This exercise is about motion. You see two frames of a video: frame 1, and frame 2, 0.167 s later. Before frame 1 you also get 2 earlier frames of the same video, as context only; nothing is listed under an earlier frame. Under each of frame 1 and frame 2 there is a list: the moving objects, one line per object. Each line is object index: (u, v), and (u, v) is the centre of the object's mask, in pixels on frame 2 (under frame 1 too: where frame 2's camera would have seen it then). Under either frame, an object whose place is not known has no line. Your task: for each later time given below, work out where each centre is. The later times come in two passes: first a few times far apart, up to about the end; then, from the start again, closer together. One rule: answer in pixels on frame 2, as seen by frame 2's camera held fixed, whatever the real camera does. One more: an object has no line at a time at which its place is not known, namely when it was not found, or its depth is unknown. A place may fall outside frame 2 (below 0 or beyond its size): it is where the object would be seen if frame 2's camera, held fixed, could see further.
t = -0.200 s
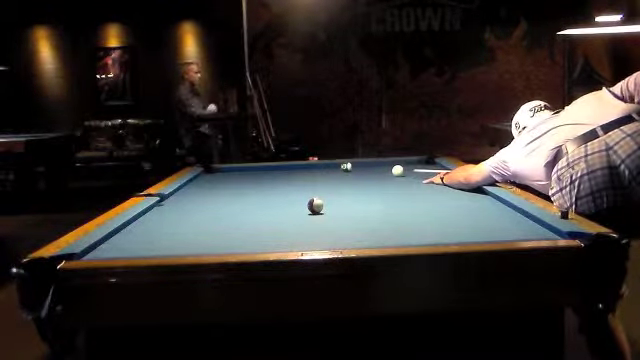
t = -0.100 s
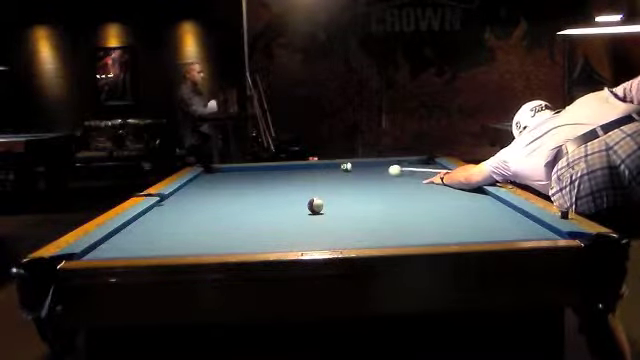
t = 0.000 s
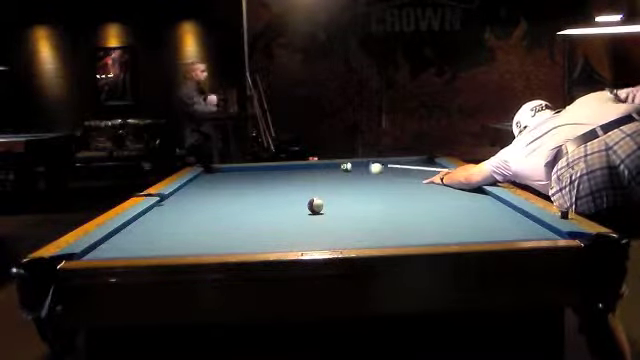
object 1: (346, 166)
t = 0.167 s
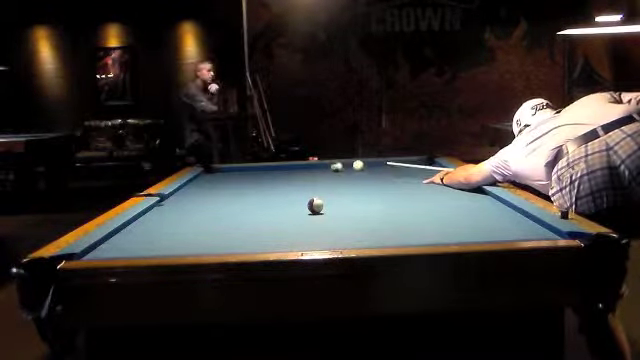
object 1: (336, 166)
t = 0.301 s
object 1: (317, 166)
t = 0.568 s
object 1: (282, 167)
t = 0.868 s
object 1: (245, 167)
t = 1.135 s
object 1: (215, 168)
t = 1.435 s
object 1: (211, 169)
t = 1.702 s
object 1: (212, 168)
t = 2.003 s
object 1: (210, 169)
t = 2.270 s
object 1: (208, 169)
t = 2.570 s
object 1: (207, 169)
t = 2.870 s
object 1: (207, 169)
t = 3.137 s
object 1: (207, 169)
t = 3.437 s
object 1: (207, 169)
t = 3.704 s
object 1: (206, 169)
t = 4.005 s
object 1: (206, 169)
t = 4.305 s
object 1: (206, 169)
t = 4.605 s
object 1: (206, 169)
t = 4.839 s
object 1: (206, 169)
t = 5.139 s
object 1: (206, 169)
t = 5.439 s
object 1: (206, 169)
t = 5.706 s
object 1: (206, 169)
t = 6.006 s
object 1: (207, 169)
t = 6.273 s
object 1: (210, 168)
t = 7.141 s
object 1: (207, 169)
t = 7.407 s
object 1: (207, 169)
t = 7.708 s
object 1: (207, 169)
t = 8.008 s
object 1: (207, 169)
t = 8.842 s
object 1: (208, 169)
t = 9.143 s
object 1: (207, 169)
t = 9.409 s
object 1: (207, 169)
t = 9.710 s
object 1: (207, 169)
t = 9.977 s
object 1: (207, 169)
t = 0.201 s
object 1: (331, 165)
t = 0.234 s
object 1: (326, 165)
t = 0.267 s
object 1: (321, 166)
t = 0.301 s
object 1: (317, 166)
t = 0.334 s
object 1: (313, 166)
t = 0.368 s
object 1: (307, 166)
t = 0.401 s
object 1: (304, 167)
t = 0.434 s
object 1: (298, 167)
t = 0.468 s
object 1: (294, 166)
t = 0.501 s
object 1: (290, 167)
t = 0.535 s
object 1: (288, 167)
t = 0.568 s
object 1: (282, 167)
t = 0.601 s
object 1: (277, 167)
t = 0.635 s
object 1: (270, 167)
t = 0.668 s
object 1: (269, 167)
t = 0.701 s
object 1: (266, 167)
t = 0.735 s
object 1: (262, 167)
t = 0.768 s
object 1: (256, 167)
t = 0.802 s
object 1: (254, 168)
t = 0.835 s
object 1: (250, 167)
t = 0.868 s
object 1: (245, 167)
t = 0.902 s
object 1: (242, 168)
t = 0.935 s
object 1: (238, 168)
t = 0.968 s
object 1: (234, 166)
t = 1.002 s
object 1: (230, 168)
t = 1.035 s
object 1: (230, 169)
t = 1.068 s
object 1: (224, 168)
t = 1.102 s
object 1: (220, 167)
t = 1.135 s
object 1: (215, 168)
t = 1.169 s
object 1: (213, 168)
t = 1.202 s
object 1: (212, 167)
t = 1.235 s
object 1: (208, 168)
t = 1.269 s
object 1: (207, 168)
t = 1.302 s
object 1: (208, 168)
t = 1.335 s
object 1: (208, 168)
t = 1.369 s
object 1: (209, 168)
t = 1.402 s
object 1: (210, 169)
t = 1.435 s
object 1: (211, 169)
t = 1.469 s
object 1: (211, 169)
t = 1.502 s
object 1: (211, 169)
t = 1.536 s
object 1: (212, 168)
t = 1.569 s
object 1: (212, 168)
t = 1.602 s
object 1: (213, 168)
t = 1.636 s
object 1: (213, 168)
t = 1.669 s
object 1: (212, 168)
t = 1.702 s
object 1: (212, 168)
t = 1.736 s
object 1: (212, 169)
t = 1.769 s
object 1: (212, 168)
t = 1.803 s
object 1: (211, 169)
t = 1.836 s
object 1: (211, 169)
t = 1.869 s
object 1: (211, 169)
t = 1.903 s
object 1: (211, 169)
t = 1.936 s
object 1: (210, 169)
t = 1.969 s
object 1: (210, 169)
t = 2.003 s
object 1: (210, 169)
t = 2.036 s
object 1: (209, 169)
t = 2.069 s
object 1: (209, 169)
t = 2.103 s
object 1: (209, 169)
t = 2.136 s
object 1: (209, 168)
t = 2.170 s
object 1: (208, 169)
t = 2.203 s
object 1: (209, 168)
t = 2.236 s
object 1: (208, 169)
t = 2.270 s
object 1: (208, 169)
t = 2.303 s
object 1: (208, 168)
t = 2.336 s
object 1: (208, 168)
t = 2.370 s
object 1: (208, 168)
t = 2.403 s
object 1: (208, 169)
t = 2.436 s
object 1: (208, 169)
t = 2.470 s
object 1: (207, 169)
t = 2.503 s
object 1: (207, 169)
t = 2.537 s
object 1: (207, 169)
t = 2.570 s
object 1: (207, 169)
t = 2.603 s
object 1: (207, 169)
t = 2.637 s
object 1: (207, 169)
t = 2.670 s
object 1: (207, 169)
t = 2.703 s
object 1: (207, 169)
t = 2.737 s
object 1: (207, 169)
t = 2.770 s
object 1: (207, 169)
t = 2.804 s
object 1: (207, 169)
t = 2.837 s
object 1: (207, 169)
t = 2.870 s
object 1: (207, 169)
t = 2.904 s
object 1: (207, 169)
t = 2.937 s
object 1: (207, 169)
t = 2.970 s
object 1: (207, 169)
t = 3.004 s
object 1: (207, 169)
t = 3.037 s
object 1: (207, 169)
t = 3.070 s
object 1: (207, 169)
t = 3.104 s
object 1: (207, 169)
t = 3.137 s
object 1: (207, 169)
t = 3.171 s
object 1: (206, 169)
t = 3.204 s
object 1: (207, 169)
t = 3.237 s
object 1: (207, 169)
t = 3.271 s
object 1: (207, 169)
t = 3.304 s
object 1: (207, 169)
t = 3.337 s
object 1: (207, 169)
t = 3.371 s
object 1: (206, 169)
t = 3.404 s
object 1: (207, 169)
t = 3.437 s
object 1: (207, 169)
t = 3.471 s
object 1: (206, 169)
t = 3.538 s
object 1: (206, 169)
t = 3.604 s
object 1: (207, 169)
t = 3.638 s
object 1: (206, 169)
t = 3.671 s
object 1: (206, 169)
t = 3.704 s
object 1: (206, 169)
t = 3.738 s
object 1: (206, 169)
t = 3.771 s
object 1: (206, 169)
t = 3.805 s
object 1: (206, 169)
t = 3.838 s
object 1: (206, 169)
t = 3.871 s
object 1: (206, 169)
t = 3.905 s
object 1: (206, 169)
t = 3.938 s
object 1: (206, 169)
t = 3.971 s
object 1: (206, 169)
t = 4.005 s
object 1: (206, 169)
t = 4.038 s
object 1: (206, 169)
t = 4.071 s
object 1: (206, 169)
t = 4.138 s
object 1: (206, 169)
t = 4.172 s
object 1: (206, 169)
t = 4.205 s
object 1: (206, 169)
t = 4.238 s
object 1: (206, 169)
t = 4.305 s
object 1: (206, 169)
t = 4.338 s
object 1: (206, 169)
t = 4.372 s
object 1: (206, 169)
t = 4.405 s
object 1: (206, 169)
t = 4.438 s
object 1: (206, 169)
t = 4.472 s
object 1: (206, 169)
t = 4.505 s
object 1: (206, 169)
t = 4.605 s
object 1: (206, 169)
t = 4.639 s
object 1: (206, 169)
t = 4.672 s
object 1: (206, 169)
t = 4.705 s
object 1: (206, 169)
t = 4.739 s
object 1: (206, 169)
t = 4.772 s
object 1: (206, 169)
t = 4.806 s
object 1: (206, 169)
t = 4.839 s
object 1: (206, 169)
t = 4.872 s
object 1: (206, 169)
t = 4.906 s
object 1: (206, 169)
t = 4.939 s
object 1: (206, 169)
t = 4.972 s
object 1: (206, 169)
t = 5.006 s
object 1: (206, 169)
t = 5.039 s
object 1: (206, 169)
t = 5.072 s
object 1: (206, 169)
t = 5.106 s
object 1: (206, 169)
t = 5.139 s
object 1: (206, 169)
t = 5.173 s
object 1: (206, 169)
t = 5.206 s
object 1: (206, 169)
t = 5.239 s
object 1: (206, 169)
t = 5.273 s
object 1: (206, 169)
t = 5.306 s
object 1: (206, 169)
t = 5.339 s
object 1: (206, 169)
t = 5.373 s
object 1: (206, 169)
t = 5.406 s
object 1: (206, 169)
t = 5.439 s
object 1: (206, 169)
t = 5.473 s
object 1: (206, 169)
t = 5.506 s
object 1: (206, 169)
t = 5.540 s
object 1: (206, 169)
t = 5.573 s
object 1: (206, 169)
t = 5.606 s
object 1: (206, 169)
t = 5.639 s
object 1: (206, 169)
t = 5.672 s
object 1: (206, 169)
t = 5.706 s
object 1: (206, 169)
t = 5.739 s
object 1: (207, 169)
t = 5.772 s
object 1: (207, 169)
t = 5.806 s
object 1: (206, 169)
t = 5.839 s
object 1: (206, 169)
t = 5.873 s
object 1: (207, 169)
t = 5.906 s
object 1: (207, 169)
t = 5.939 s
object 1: (207, 169)
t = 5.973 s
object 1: (207, 169)
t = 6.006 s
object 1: (207, 169)
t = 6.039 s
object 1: (207, 169)
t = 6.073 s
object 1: (207, 169)
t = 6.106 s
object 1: (207, 169)
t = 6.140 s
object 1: (207, 169)
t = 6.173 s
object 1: (207, 169)
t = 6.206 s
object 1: (208, 169)
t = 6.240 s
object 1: (209, 169)
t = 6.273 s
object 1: (210, 168)
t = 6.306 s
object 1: (209, 169)
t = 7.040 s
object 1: (207, 169)
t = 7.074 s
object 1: (207, 169)
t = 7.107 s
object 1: (207, 169)
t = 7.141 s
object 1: (207, 169)
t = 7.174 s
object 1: (207, 169)
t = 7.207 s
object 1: (207, 169)
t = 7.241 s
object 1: (207, 169)
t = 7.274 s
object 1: (207, 169)
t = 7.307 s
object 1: (207, 169)
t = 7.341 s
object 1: (207, 169)
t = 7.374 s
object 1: (207, 169)
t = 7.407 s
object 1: (207, 169)
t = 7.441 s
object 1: (207, 169)
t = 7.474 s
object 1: (207, 169)
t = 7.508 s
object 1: (207, 169)
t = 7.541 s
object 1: (207, 169)
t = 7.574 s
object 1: (207, 169)
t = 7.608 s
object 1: (207, 169)
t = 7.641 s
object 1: (207, 169)
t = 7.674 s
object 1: (207, 169)
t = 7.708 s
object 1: (207, 169)
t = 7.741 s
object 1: (207, 169)
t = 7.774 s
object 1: (207, 169)
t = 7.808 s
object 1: (207, 169)
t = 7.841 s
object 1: (207, 169)
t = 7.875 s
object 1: (207, 169)
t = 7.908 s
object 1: (207, 169)
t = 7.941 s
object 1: (207, 169)
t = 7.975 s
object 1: (207, 169)
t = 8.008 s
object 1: (207, 169)
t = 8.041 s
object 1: (207, 169)
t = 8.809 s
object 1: (208, 168)
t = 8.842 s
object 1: (208, 169)
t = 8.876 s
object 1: (208, 169)
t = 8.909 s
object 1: (207, 169)
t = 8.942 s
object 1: (207, 169)
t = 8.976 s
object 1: (207, 169)
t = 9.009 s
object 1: (207, 169)
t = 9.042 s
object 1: (207, 169)
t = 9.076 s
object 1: (207, 169)
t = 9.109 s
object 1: (207, 169)
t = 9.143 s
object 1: (207, 169)
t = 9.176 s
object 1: (207, 169)
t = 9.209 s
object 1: (207, 169)
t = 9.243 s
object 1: (207, 169)
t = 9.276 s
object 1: (207, 169)
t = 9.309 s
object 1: (207, 169)
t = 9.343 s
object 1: (207, 169)
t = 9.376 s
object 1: (207, 169)
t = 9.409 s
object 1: (207, 169)
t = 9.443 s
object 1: (207, 169)
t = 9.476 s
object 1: (207, 169)
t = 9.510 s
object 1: (207, 169)
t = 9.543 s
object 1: (207, 169)
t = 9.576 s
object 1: (207, 169)
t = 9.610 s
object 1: (207, 169)
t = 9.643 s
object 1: (207, 169)
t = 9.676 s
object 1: (207, 169)
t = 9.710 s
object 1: (207, 169)
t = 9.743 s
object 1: (207, 169)
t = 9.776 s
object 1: (207, 169)
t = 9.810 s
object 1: (207, 169)
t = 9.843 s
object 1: (207, 169)
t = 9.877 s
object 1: (207, 169)
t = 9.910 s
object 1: (207, 169)
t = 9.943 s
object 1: (207, 169)
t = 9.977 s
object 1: (207, 169)
